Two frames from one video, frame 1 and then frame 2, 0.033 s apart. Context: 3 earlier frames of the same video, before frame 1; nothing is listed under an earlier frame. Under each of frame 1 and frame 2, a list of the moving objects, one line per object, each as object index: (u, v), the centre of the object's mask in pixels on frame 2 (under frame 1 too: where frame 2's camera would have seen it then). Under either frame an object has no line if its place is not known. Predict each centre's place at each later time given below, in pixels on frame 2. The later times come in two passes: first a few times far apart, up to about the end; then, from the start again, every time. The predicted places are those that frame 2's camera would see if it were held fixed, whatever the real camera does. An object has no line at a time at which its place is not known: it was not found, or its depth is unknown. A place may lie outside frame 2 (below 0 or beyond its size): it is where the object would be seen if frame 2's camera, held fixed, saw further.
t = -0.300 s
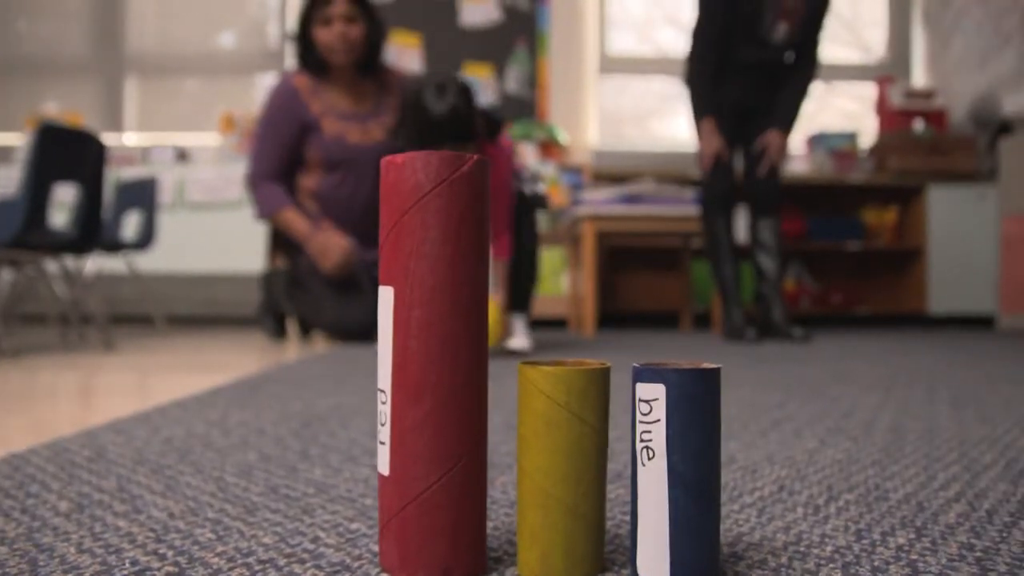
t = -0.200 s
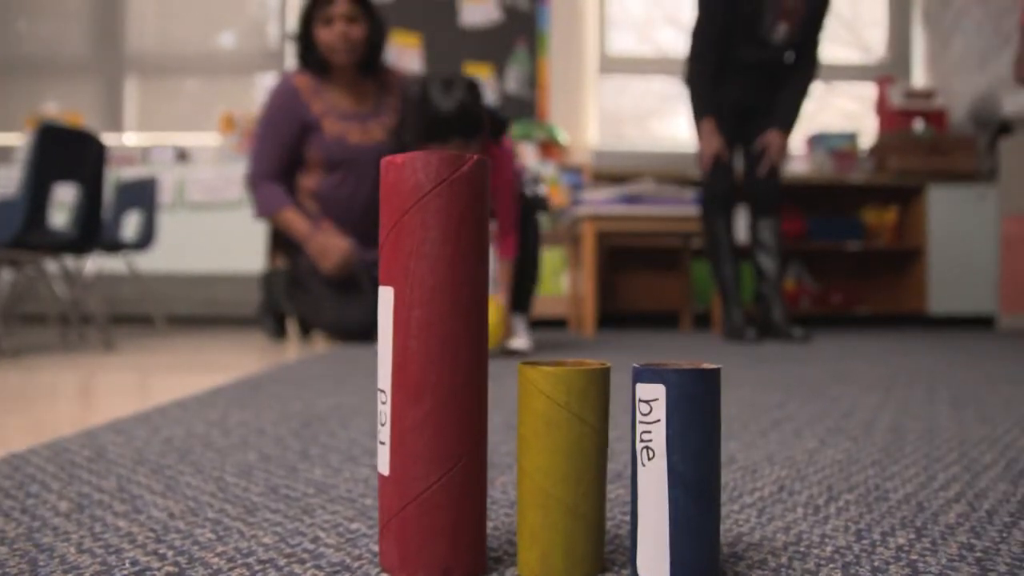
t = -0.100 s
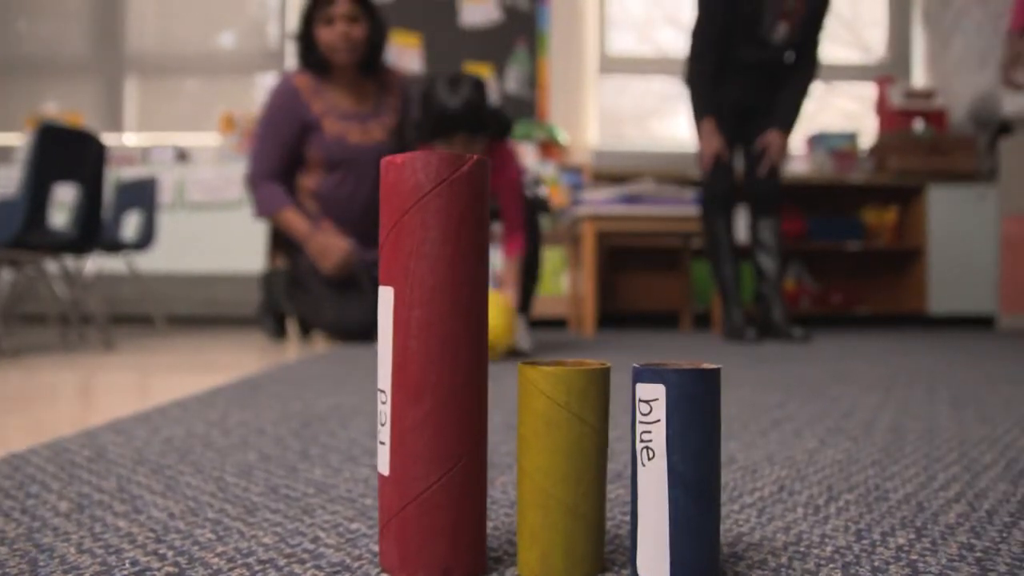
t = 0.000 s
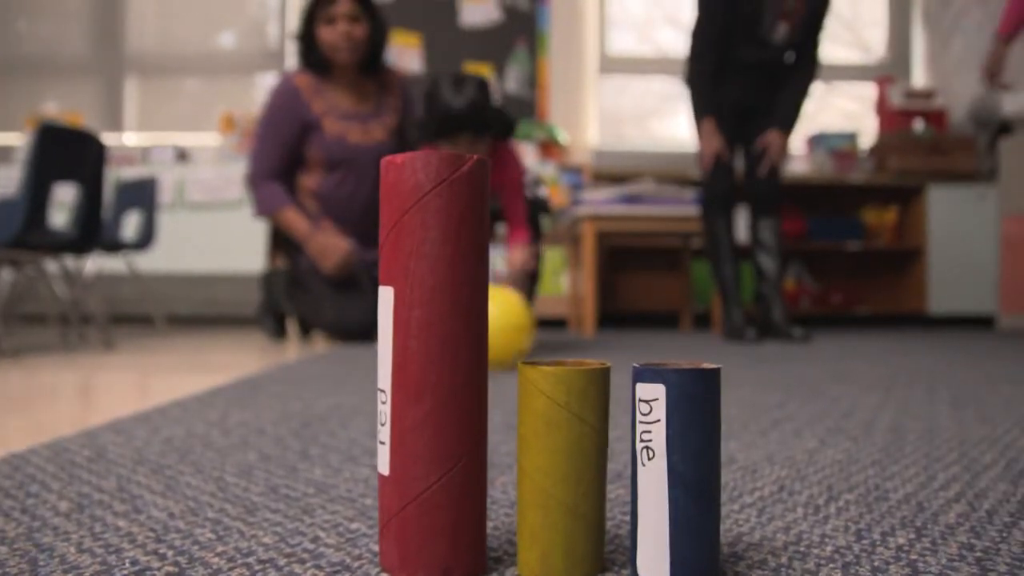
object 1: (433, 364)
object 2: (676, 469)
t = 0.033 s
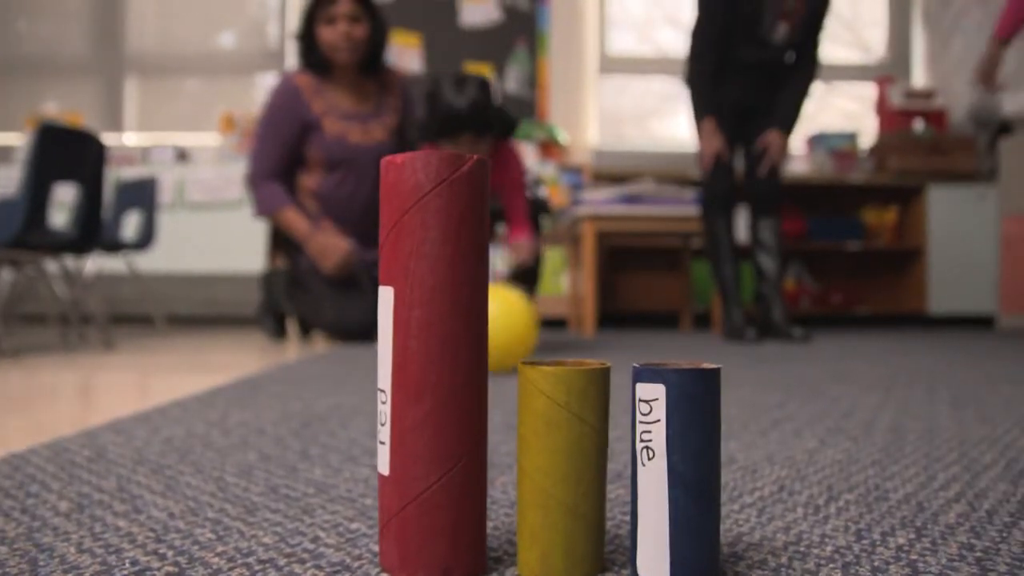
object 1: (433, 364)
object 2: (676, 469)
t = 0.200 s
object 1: (433, 364)
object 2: (676, 469)
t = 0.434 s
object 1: (433, 364)
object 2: (676, 470)
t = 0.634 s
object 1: (432, 364)
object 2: (676, 470)
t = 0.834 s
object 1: (395, 354)
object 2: (819, 545)
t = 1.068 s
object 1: (252, 414)
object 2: (842, 553)
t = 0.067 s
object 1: (433, 364)
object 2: (676, 469)
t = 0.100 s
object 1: (433, 364)
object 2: (676, 469)
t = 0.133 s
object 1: (433, 364)
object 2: (676, 469)
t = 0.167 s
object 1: (433, 364)
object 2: (676, 469)
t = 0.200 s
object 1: (433, 364)
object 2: (676, 469)
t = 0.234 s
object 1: (433, 364)
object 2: (676, 469)
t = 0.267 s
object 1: (433, 364)
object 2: (676, 469)
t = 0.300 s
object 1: (433, 364)
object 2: (676, 469)
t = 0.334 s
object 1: (433, 364)
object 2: (676, 470)
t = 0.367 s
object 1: (433, 364)
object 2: (676, 470)
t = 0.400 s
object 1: (433, 365)
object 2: (676, 469)
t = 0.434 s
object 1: (433, 364)
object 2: (676, 470)
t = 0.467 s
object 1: (433, 364)
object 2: (676, 470)
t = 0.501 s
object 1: (433, 365)
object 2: (676, 470)
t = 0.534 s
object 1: (433, 365)
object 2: (676, 470)
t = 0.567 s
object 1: (433, 364)
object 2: (676, 470)
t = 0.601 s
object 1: (433, 364)
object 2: (676, 470)
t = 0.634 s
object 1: (432, 364)
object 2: (676, 470)
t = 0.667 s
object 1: (432, 364)
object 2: (676, 470)
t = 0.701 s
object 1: (431, 364)
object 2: (678, 469)
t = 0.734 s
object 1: (425, 361)
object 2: (710, 455)
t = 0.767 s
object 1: (410, 339)
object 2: (782, 468)
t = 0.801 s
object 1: (405, 356)
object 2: (802, 533)
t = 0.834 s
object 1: (395, 354)
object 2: (819, 545)
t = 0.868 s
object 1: (390, 354)
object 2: (825, 548)
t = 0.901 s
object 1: (379, 352)
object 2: (828, 548)
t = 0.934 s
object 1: (363, 350)
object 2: (825, 551)
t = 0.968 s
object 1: (339, 352)
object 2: (831, 552)
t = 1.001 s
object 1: (302, 362)
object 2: (833, 553)
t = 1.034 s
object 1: (270, 386)
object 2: (838, 552)
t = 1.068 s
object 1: (252, 414)
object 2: (842, 553)
